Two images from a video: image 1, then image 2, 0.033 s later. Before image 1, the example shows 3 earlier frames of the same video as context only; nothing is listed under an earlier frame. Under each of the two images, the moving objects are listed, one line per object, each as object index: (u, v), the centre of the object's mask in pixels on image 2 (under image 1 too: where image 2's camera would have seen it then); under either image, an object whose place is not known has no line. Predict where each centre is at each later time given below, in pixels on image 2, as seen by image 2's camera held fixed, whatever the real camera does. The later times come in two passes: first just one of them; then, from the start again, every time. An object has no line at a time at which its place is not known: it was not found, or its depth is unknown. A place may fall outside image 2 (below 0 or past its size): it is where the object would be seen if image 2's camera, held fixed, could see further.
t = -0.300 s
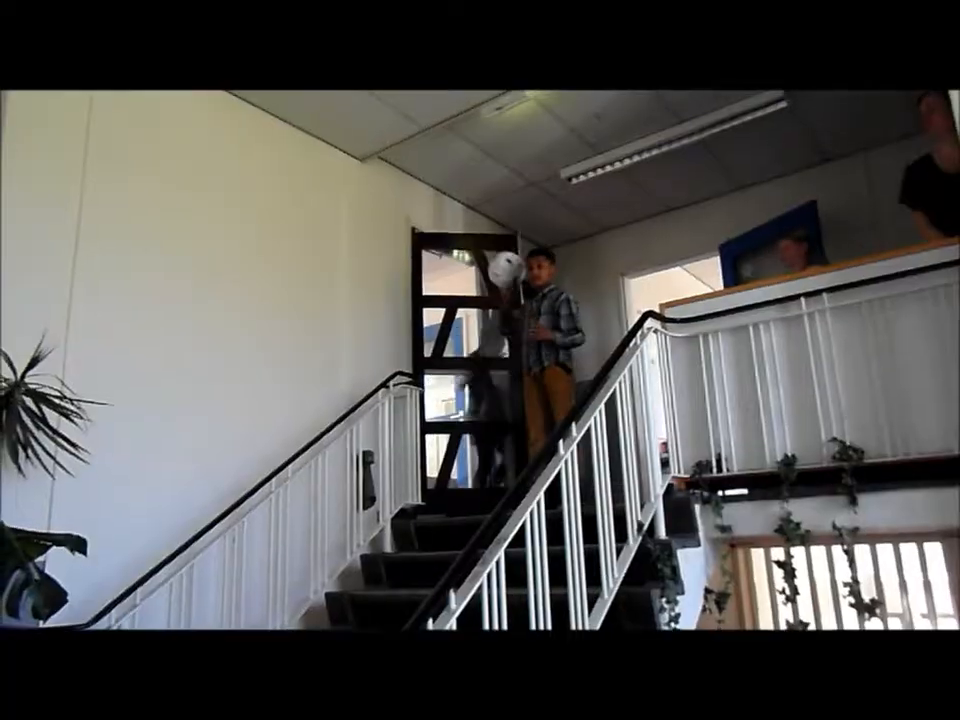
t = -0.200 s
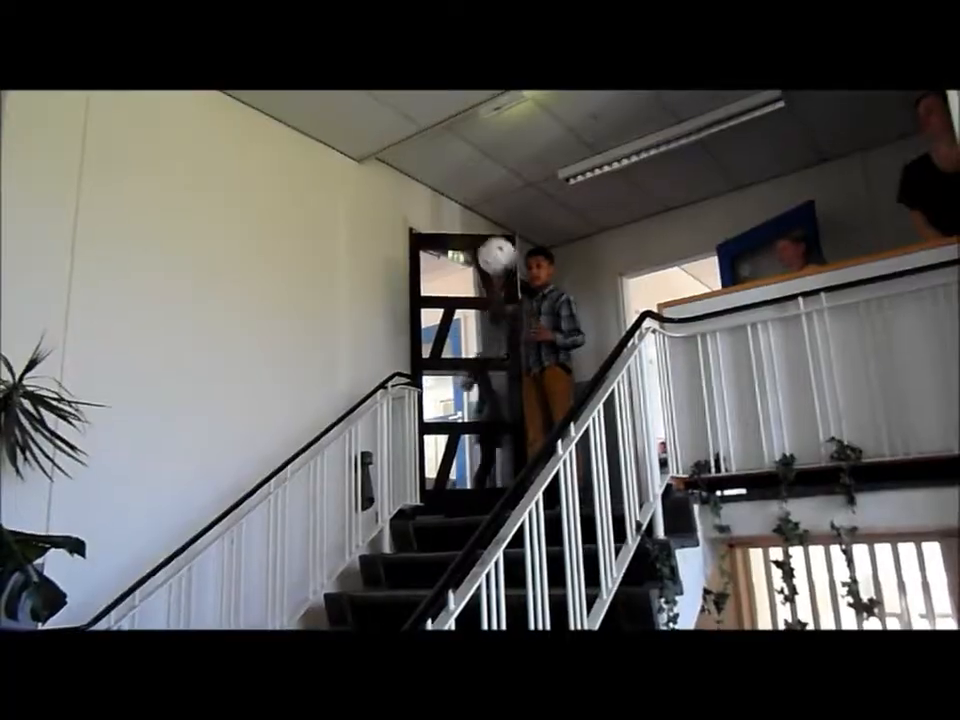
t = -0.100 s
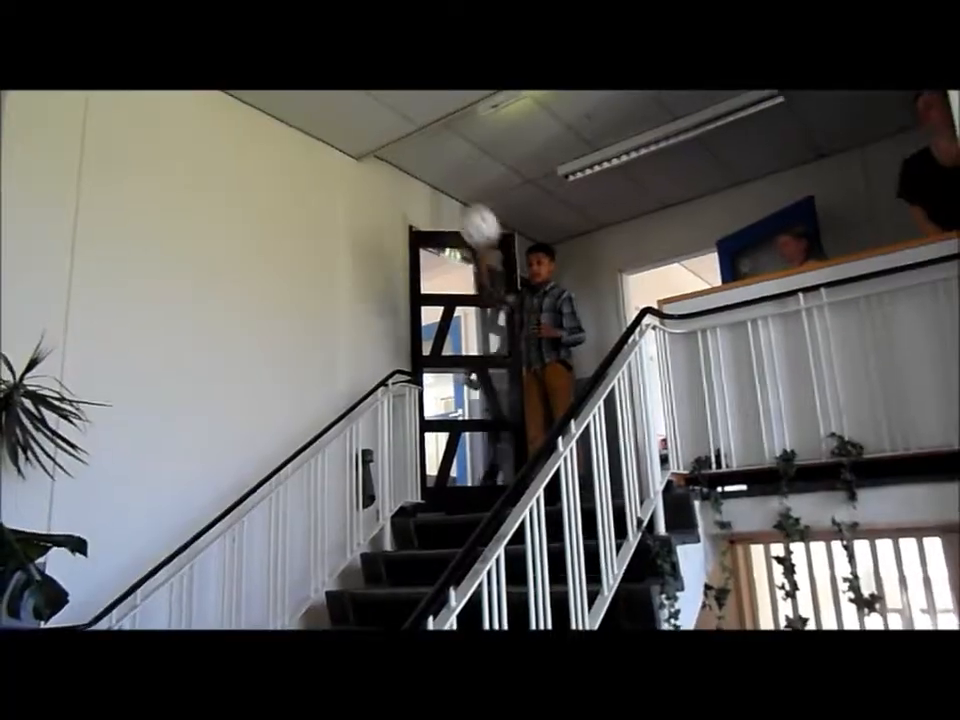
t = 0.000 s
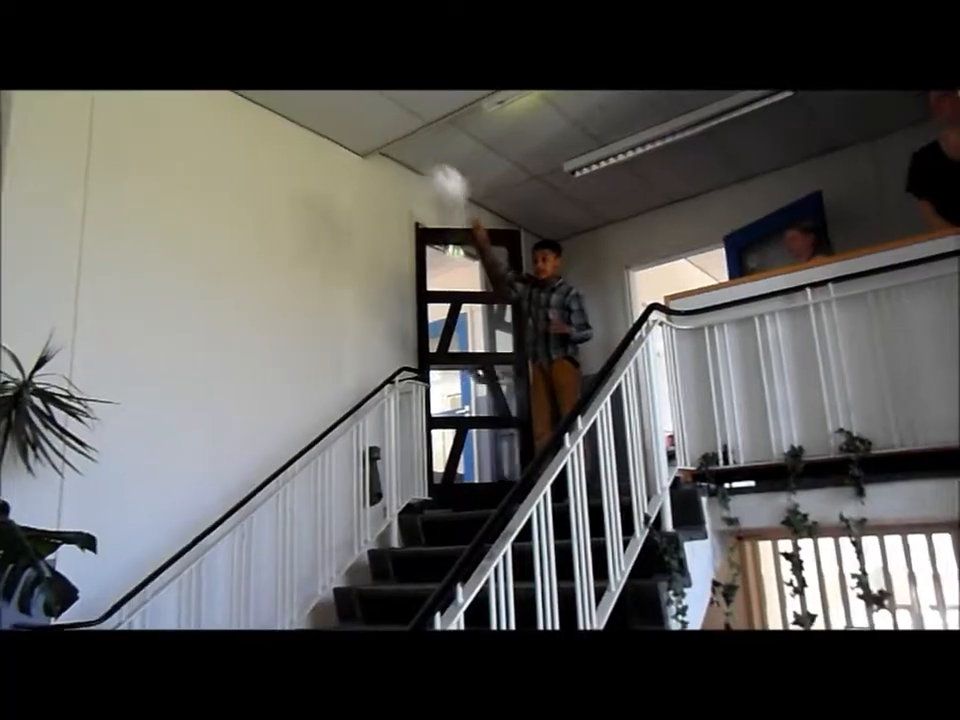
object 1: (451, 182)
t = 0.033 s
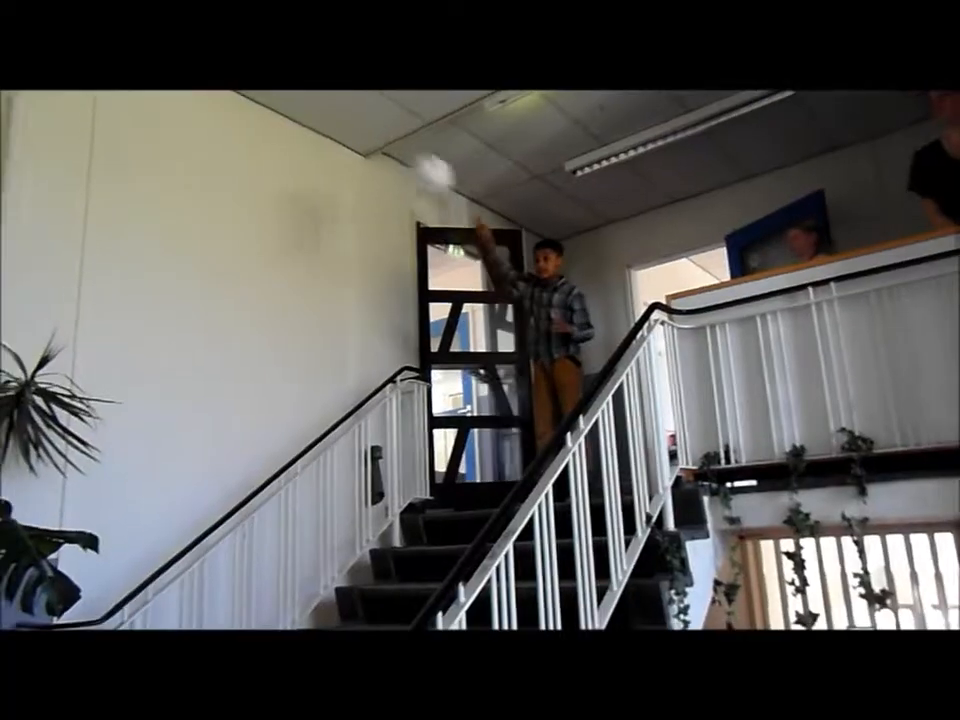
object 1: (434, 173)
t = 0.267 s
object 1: (290, 158)
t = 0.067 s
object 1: (414, 167)
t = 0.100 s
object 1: (398, 161)
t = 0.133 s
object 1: (379, 157)
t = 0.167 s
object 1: (359, 152)
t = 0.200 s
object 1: (339, 151)
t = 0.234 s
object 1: (316, 153)
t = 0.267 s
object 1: (290, 158)
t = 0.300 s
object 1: (263, 164)
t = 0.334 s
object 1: (233, 175)
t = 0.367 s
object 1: (202, 190)
